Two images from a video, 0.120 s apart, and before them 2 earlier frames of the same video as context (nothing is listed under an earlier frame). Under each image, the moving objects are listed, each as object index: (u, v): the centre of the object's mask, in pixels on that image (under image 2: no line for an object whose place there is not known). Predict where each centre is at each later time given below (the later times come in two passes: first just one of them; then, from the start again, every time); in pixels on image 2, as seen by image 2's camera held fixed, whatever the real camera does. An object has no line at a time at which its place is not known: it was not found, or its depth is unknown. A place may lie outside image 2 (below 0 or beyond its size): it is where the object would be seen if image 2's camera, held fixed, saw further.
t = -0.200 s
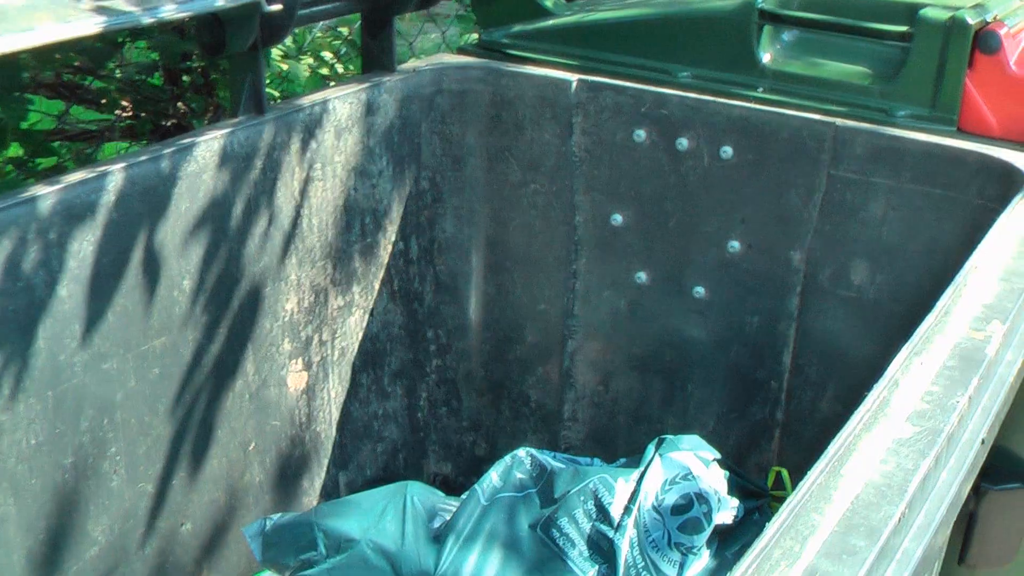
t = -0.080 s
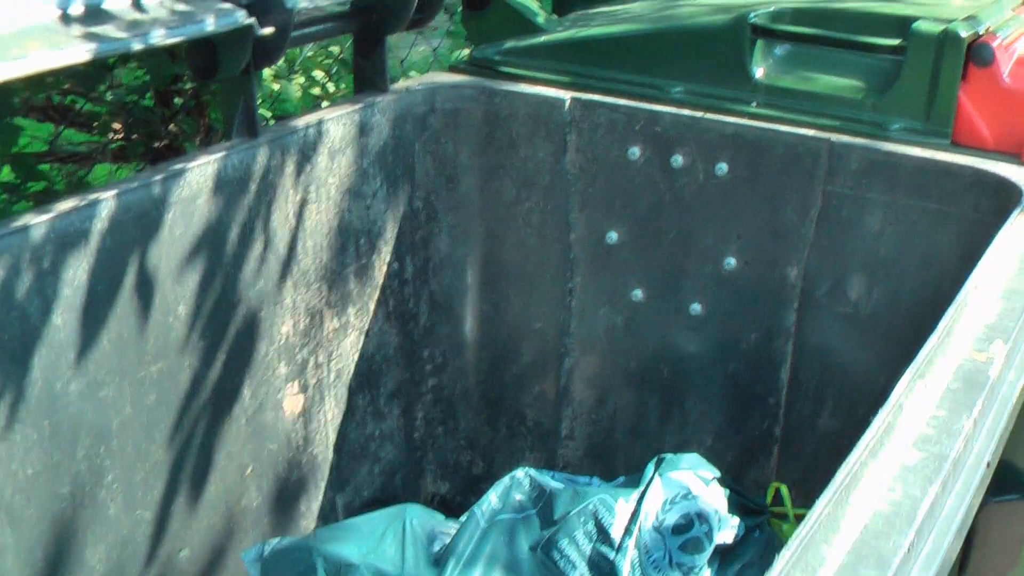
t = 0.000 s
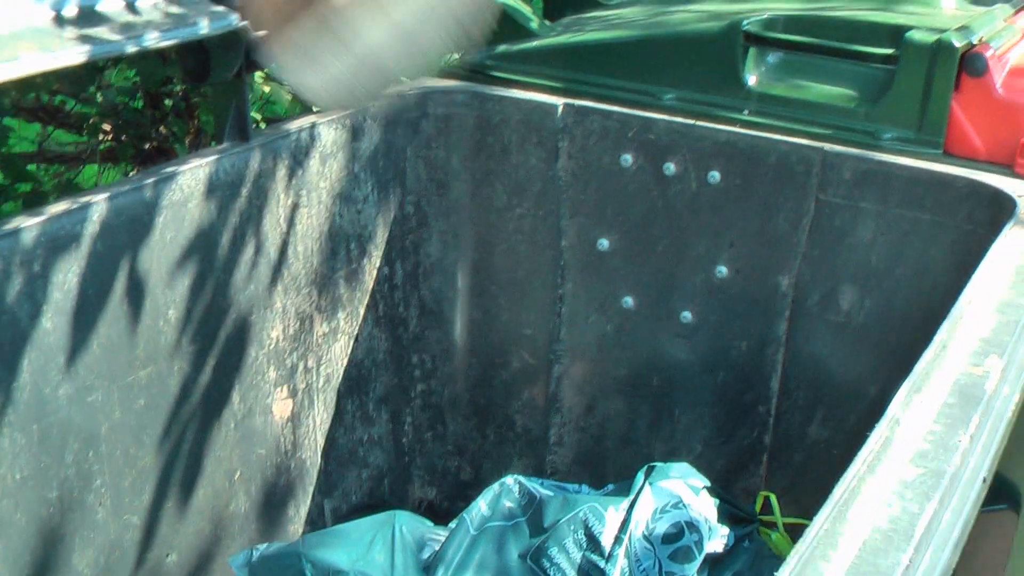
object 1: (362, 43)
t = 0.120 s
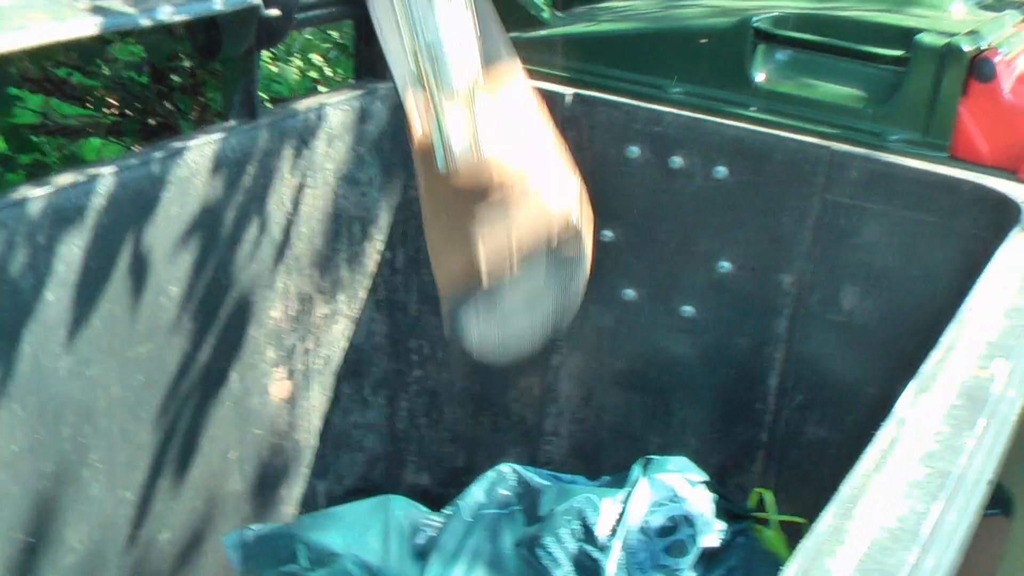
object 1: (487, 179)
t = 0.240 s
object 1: (527, 399)
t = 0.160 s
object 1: (504, 247)
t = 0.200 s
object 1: (514, 314)
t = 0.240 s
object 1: (527, 399)
